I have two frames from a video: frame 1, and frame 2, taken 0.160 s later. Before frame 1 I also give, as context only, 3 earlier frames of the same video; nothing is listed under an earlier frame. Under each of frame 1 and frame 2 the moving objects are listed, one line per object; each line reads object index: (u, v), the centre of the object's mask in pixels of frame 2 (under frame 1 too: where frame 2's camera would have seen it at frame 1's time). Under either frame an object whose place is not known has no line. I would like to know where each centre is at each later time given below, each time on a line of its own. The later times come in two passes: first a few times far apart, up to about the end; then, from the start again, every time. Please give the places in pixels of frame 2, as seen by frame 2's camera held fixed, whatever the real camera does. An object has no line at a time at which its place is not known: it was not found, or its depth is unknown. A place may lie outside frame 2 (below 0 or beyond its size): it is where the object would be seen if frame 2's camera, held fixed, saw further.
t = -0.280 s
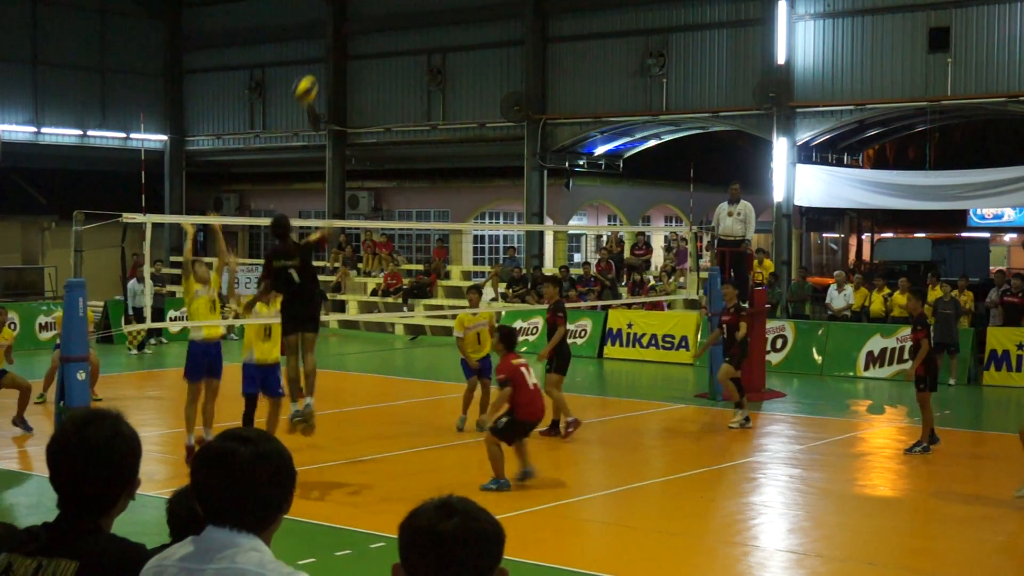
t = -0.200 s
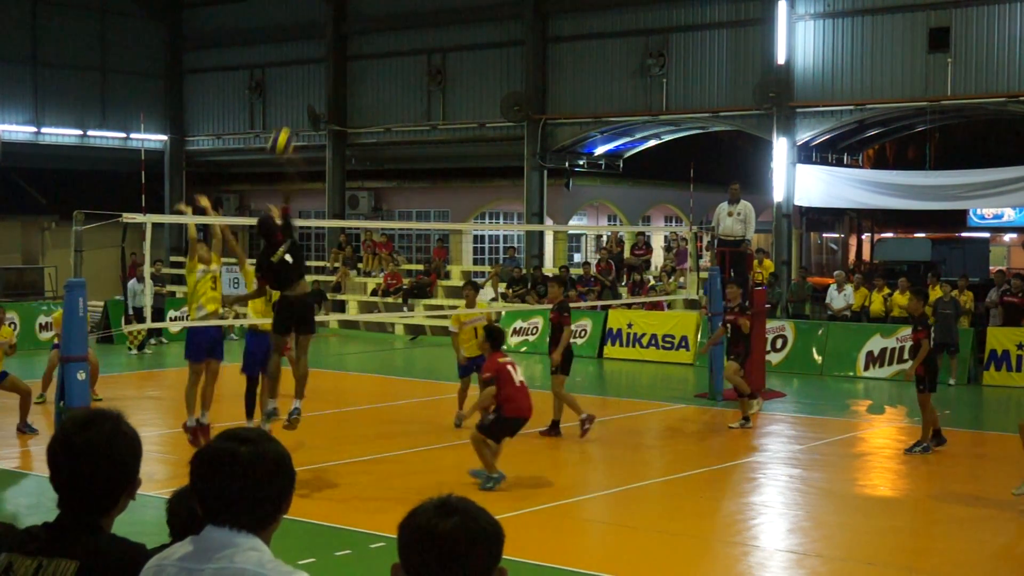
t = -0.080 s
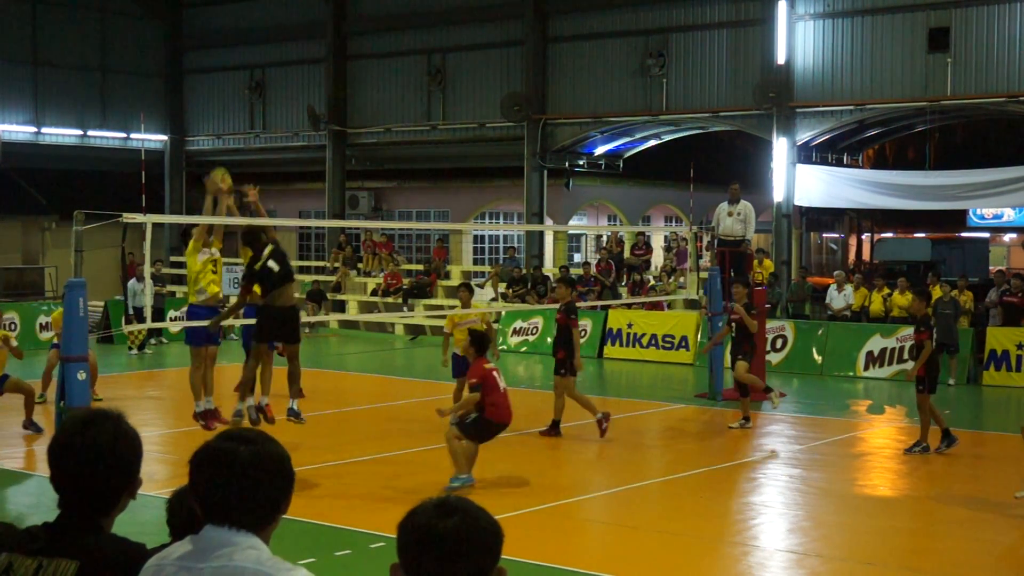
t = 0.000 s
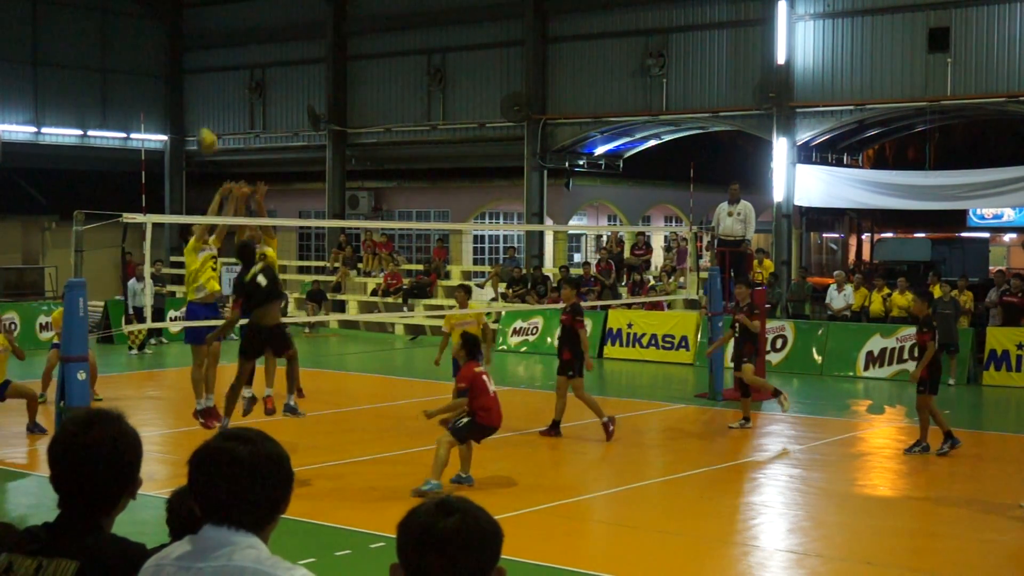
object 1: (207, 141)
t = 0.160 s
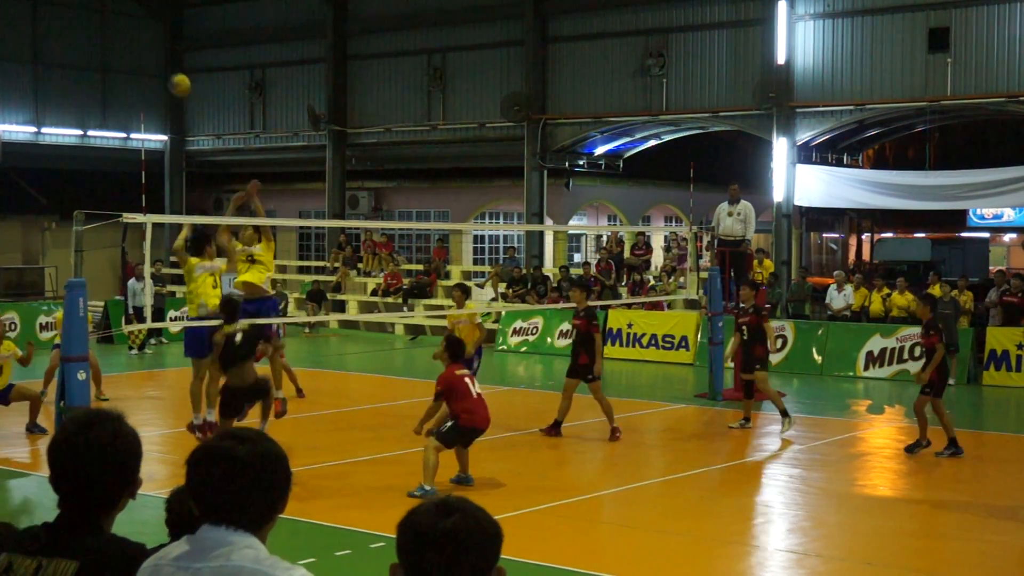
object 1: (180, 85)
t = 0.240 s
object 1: (167, 67)
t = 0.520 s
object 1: (126, 59)
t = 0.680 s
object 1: (105, 85)
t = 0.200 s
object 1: (173, 75)
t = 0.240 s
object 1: (167, 67)
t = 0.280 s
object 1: (160, 61)
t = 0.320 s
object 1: (154, 57)
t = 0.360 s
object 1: (148, 54)
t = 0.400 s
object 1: (143, 53)
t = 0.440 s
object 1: (137, 54)
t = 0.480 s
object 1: (131, 55)
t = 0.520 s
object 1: (126, 59)
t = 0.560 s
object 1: (120, 64)
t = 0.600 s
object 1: (115, 70)
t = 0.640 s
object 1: (110, 77)
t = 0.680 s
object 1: (105, 85)
